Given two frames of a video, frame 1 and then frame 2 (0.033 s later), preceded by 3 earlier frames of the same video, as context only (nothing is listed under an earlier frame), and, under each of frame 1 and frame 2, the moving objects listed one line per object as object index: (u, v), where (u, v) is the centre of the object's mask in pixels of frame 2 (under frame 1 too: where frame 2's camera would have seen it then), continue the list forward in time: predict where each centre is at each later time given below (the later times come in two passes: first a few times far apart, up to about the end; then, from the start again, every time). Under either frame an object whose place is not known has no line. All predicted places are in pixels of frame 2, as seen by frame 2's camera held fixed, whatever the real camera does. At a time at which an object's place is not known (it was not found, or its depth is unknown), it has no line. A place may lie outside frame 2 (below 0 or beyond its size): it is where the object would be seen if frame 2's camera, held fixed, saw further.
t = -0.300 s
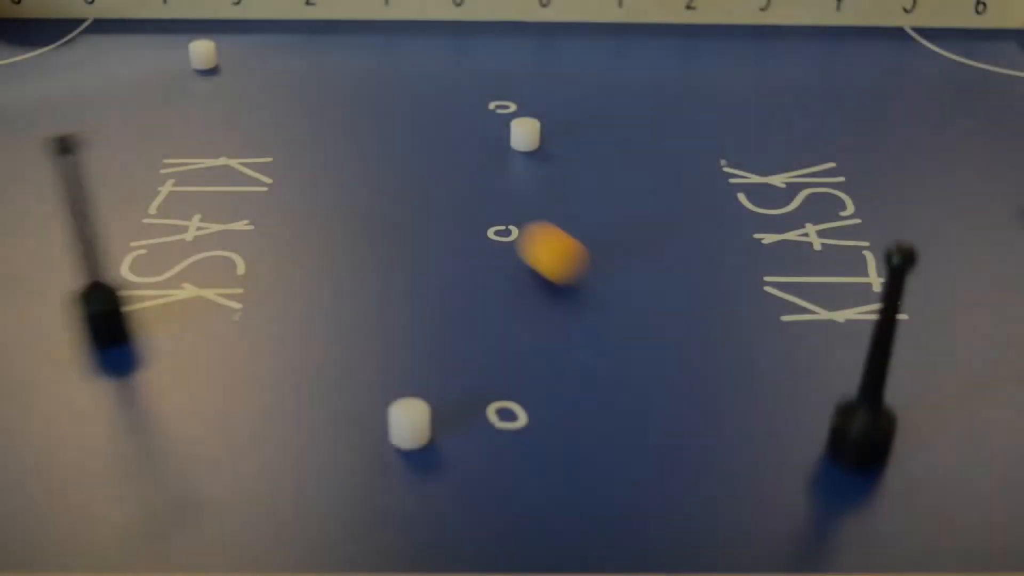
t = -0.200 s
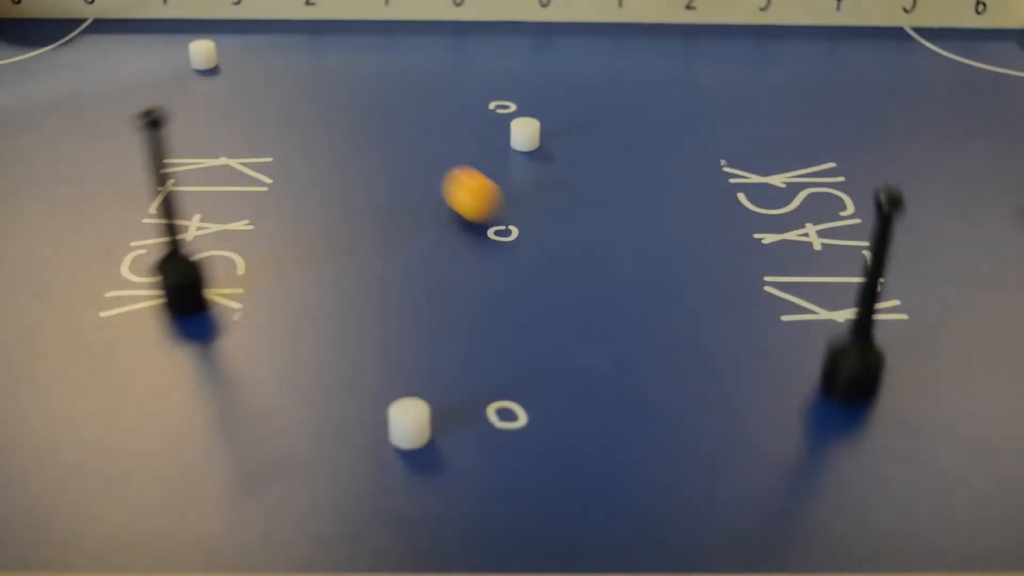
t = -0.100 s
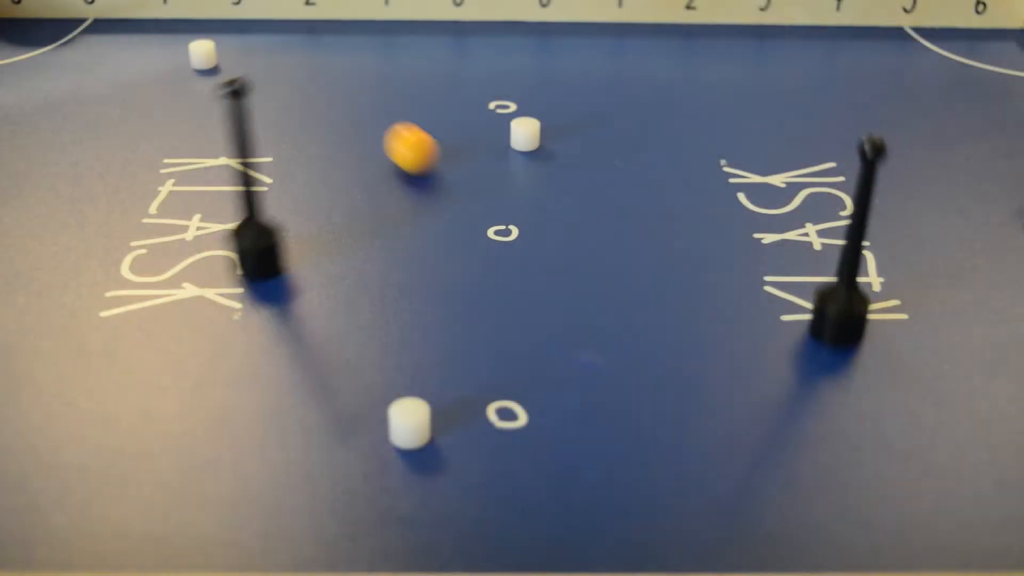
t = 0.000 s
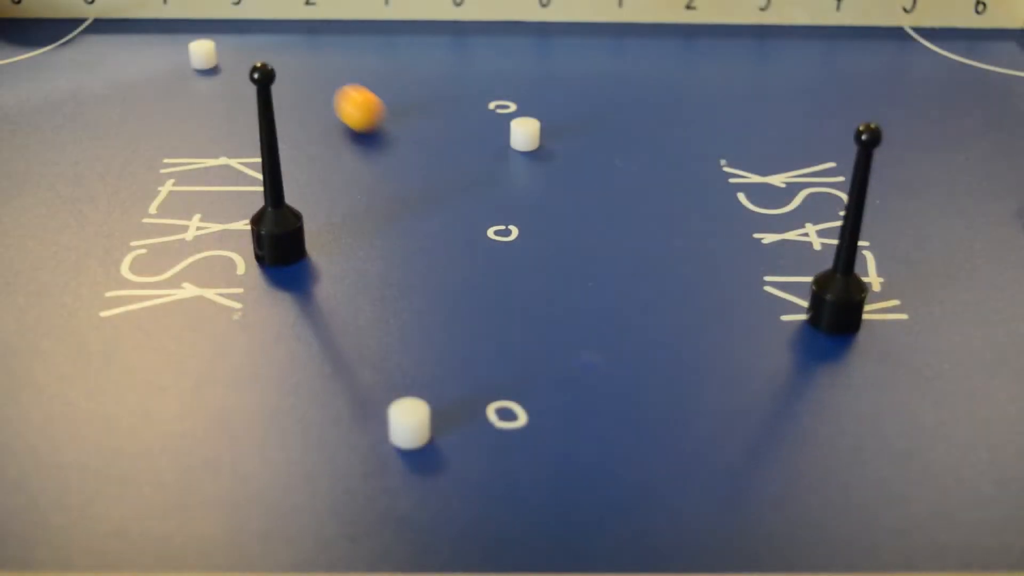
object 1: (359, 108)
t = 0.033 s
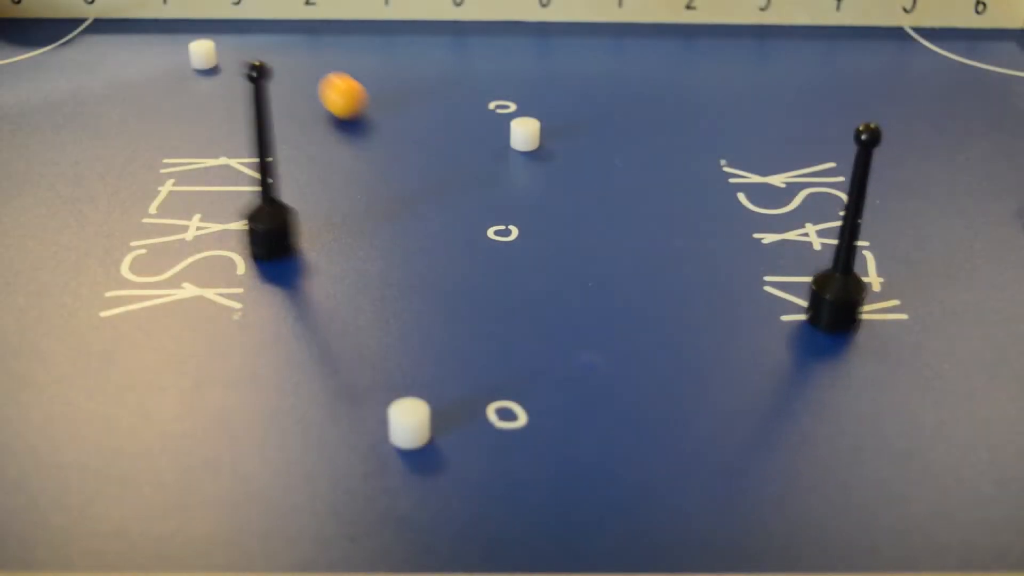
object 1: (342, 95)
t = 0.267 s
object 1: (247, 23)
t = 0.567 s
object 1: (98, 45)
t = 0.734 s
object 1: (15, 65)
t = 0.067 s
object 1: (327, 84)
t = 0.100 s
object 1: (312, 73)
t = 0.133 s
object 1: (298, 62)
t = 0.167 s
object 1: (285, 51)
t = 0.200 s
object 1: (271, 41)
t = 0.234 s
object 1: (259, 32)
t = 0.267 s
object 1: (247, 23)
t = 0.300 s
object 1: (236, 16)
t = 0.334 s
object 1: (222, 13)
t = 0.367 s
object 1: (203, 18)
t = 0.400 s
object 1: (186, 23)
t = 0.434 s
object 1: (169, 28)
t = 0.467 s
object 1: (151, 33)
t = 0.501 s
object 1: (134, 37)
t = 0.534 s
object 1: (116, 41)
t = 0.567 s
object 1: (98, 45)
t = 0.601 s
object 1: (81, 49)
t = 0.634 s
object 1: (63, 53)
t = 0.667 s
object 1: (46, 56)
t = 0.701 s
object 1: (28, 61)
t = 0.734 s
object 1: (15, 65)
